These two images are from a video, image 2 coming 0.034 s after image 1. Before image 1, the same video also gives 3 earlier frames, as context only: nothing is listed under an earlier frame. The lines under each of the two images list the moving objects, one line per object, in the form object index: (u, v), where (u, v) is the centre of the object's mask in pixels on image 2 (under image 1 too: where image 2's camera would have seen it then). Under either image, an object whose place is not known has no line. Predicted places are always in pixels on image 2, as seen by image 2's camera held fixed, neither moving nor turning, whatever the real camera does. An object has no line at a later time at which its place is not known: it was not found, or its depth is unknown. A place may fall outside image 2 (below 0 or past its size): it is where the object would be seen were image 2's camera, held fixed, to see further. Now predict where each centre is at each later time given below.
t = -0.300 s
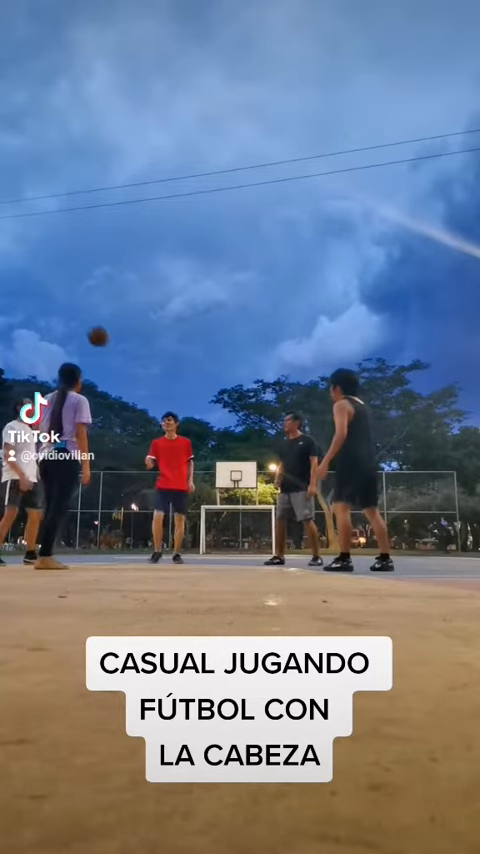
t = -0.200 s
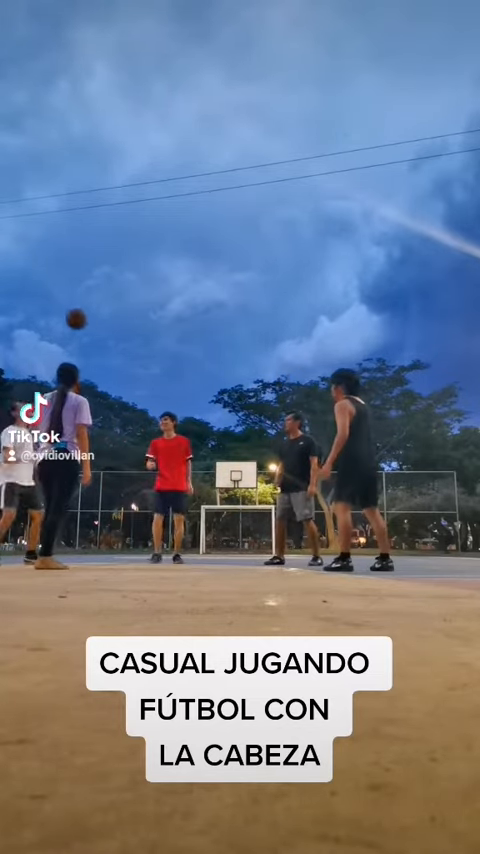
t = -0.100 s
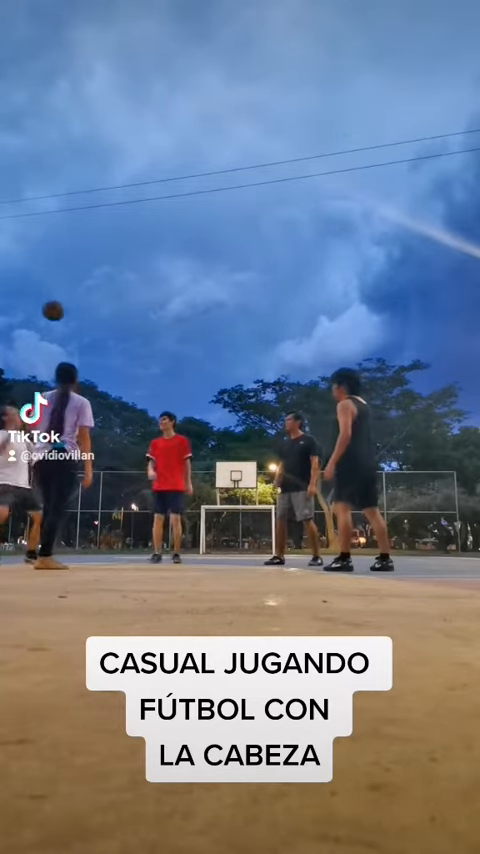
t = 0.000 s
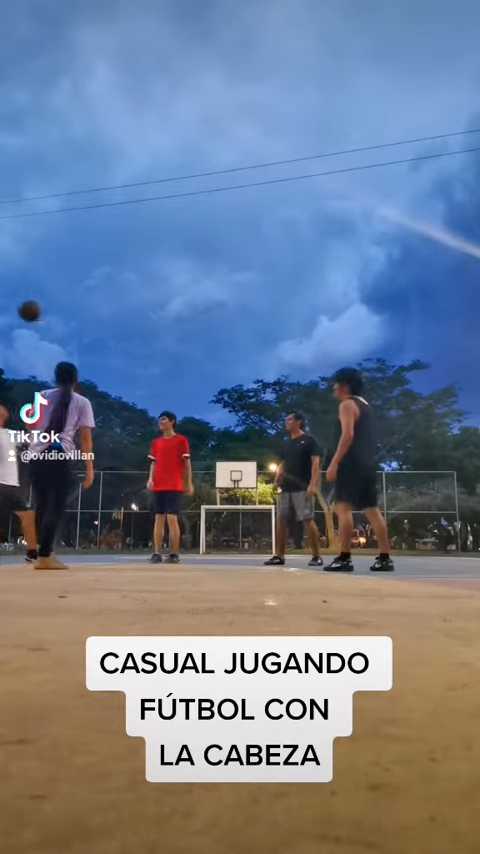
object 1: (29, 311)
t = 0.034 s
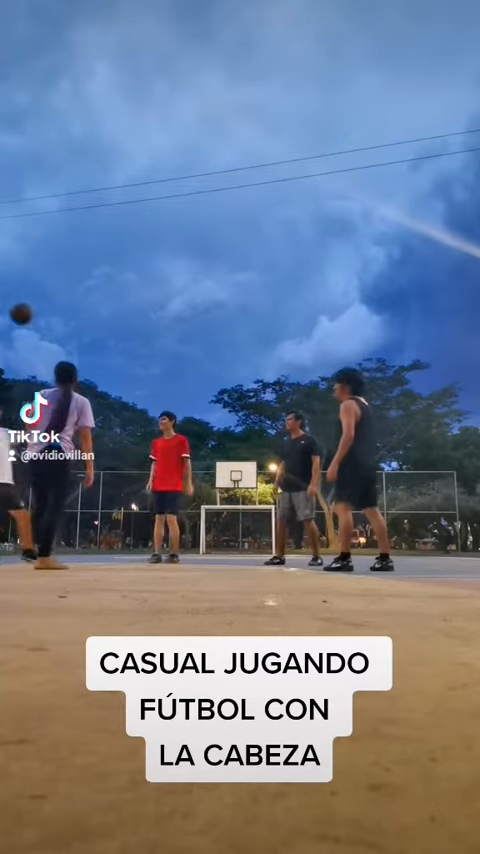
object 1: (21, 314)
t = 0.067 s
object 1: (13, 317)
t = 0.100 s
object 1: (6, 321)
